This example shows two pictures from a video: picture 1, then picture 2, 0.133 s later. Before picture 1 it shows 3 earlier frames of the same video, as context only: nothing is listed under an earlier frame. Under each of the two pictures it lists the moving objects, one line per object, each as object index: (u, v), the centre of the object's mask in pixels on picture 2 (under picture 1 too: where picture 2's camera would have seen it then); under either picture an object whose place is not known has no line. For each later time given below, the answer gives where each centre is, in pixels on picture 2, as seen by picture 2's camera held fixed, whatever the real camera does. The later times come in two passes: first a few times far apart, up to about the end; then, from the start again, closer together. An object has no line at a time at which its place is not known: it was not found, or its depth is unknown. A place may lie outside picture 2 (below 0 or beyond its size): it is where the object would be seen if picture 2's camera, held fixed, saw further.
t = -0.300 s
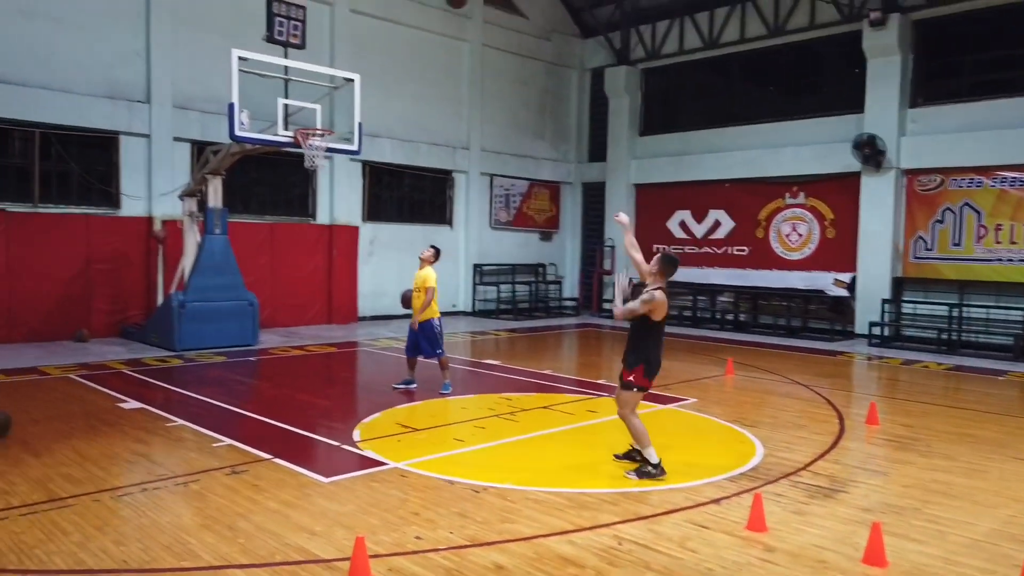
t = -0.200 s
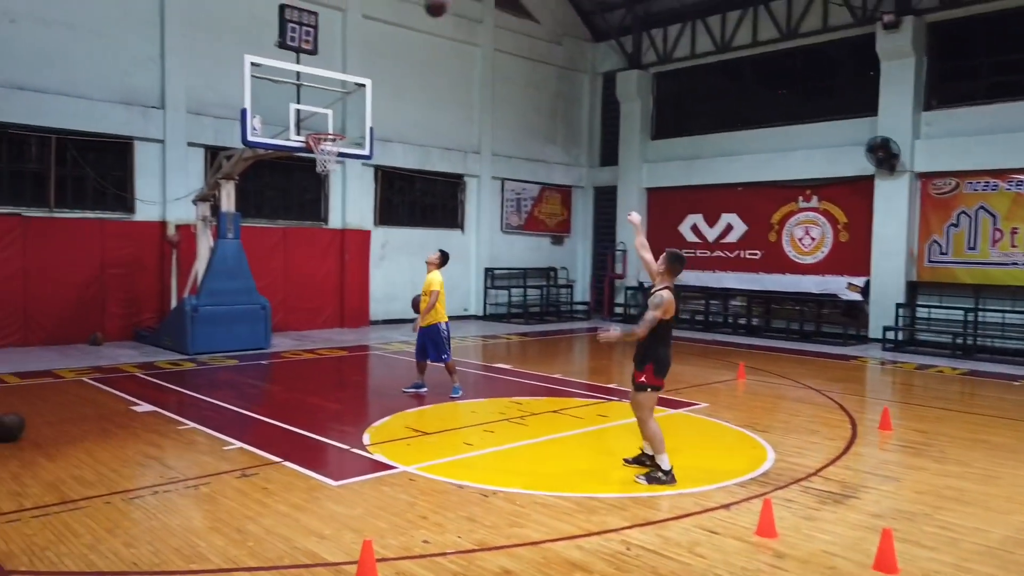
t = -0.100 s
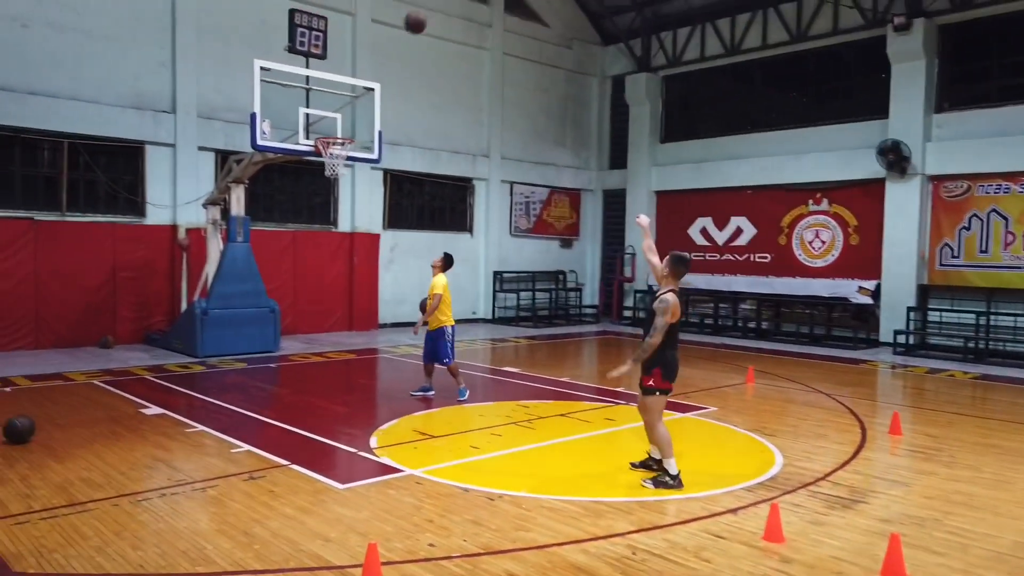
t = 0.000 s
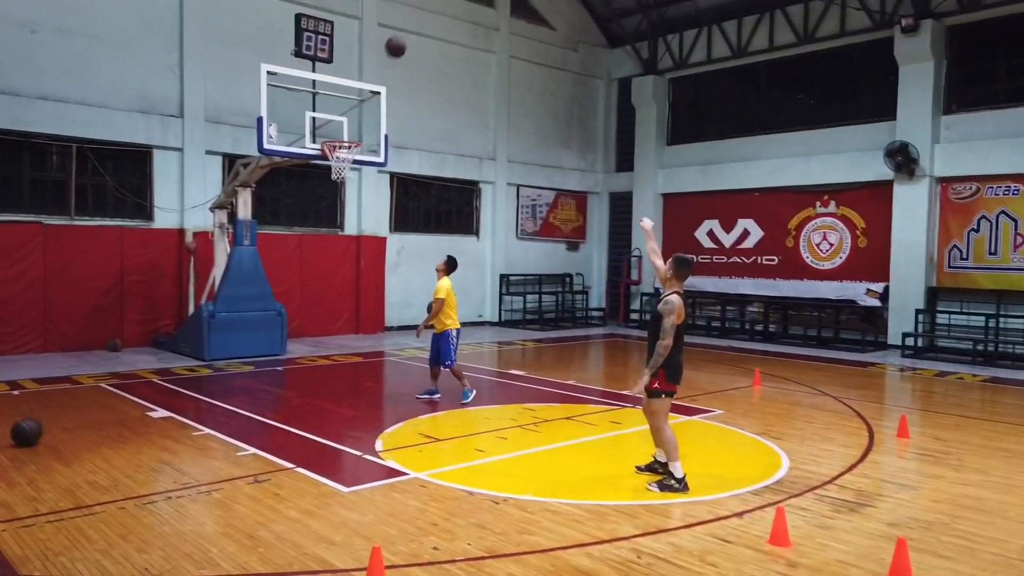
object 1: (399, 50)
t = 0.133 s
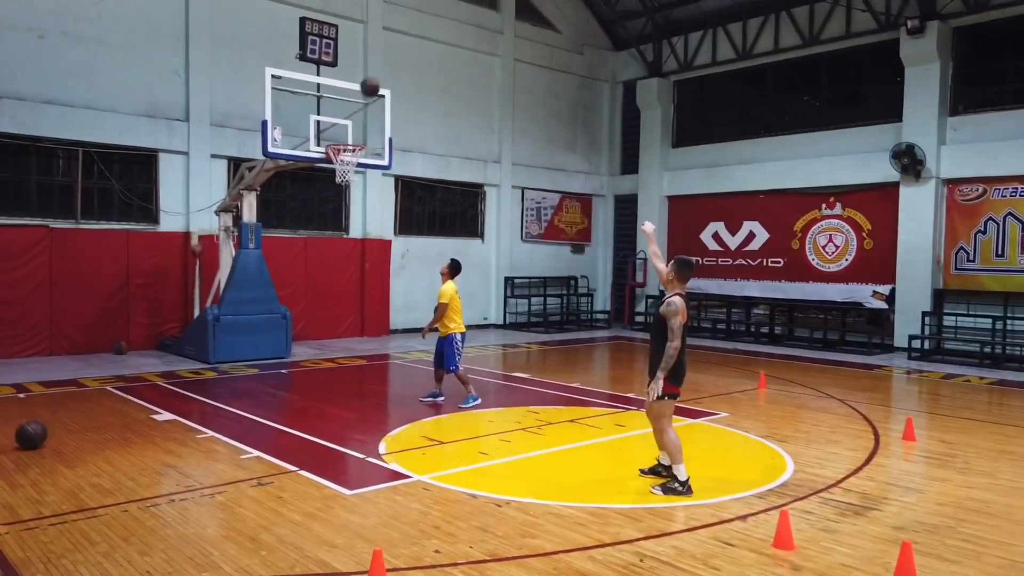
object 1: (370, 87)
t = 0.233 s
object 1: (349, 121)
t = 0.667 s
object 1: (348, 166)
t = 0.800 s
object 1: (335, 193)
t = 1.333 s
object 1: (282, 343)
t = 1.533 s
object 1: (271, 277)
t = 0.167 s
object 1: (362, 99)
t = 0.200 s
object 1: (356, 110)
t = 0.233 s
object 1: (349, 121)
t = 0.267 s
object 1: (342, 135)
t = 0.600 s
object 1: (353, 160)
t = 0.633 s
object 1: (350, 162)
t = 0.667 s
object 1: (348, 166)
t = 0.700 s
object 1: (346, 167)
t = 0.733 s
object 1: (341, 176)
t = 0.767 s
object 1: (337, 186)
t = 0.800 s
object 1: (335, 193)
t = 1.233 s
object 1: (288, 364)
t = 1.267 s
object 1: (286, 371)
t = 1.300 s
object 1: (283, 356)
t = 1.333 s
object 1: (282, 343)
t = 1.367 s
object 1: (278, 329)
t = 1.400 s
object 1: (277, 318)
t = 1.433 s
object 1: (277, 306)
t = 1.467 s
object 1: (276, 296)
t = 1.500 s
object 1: (273, 286)
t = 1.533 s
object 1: (271, 277)
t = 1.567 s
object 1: (269, 270)
